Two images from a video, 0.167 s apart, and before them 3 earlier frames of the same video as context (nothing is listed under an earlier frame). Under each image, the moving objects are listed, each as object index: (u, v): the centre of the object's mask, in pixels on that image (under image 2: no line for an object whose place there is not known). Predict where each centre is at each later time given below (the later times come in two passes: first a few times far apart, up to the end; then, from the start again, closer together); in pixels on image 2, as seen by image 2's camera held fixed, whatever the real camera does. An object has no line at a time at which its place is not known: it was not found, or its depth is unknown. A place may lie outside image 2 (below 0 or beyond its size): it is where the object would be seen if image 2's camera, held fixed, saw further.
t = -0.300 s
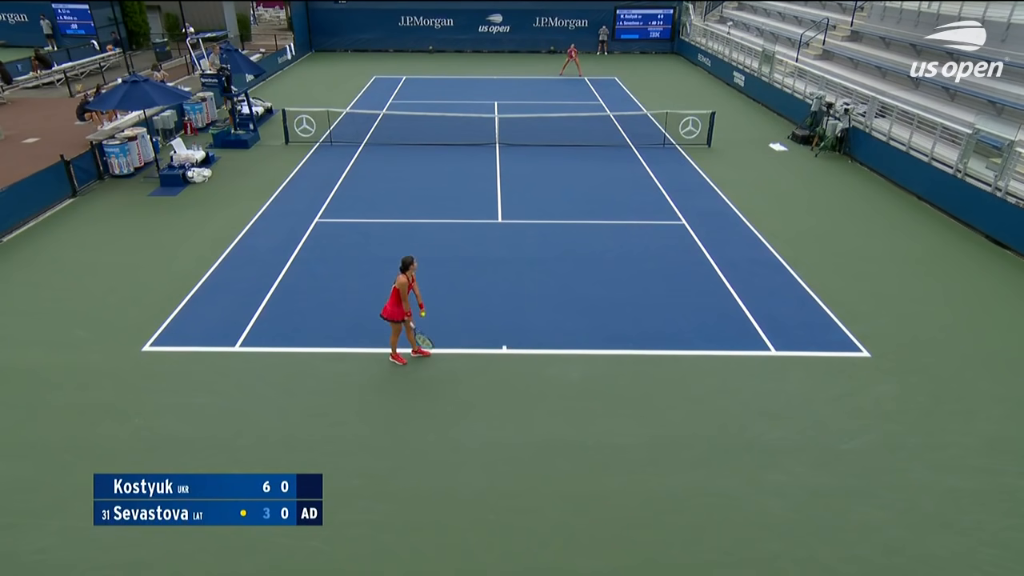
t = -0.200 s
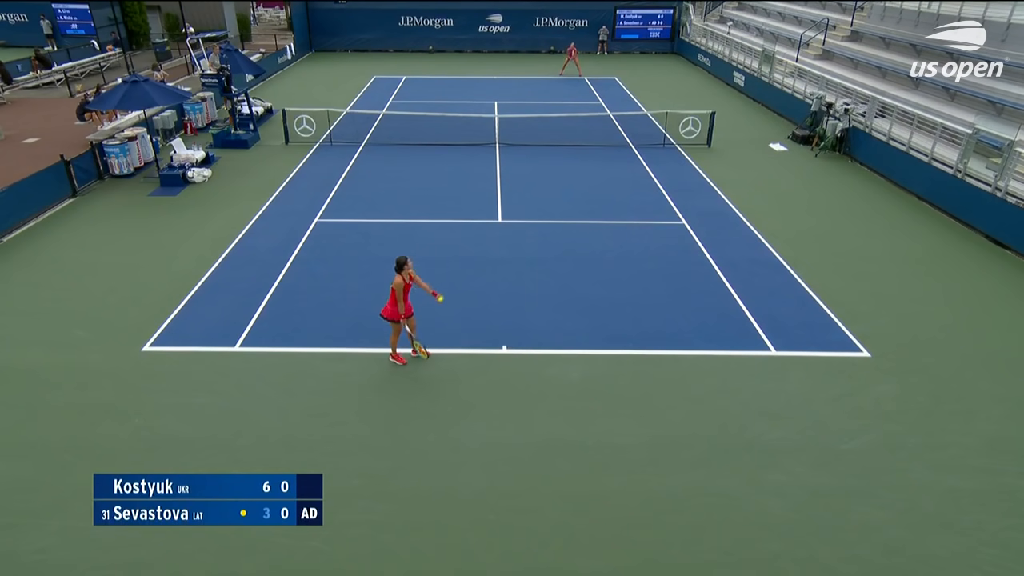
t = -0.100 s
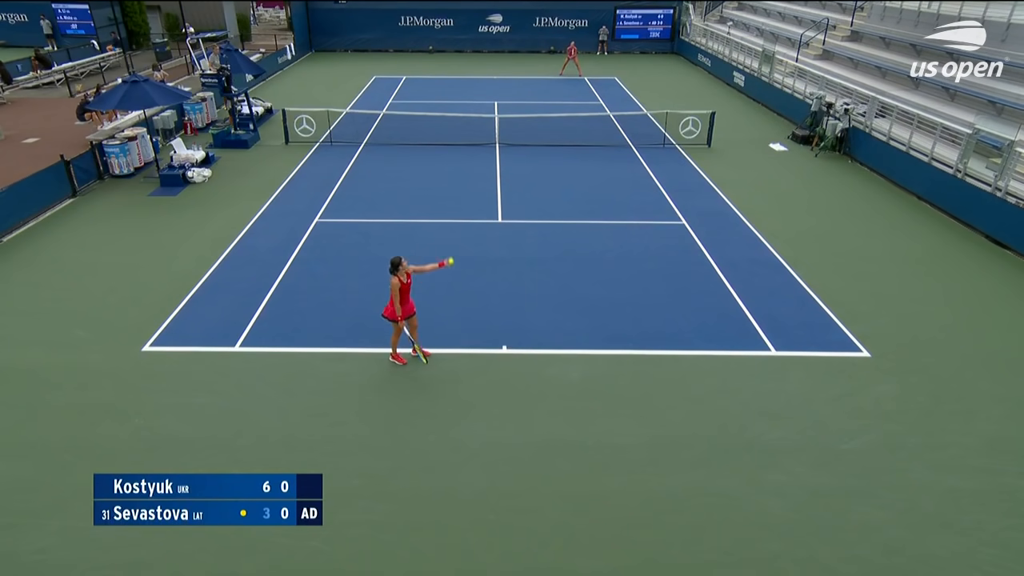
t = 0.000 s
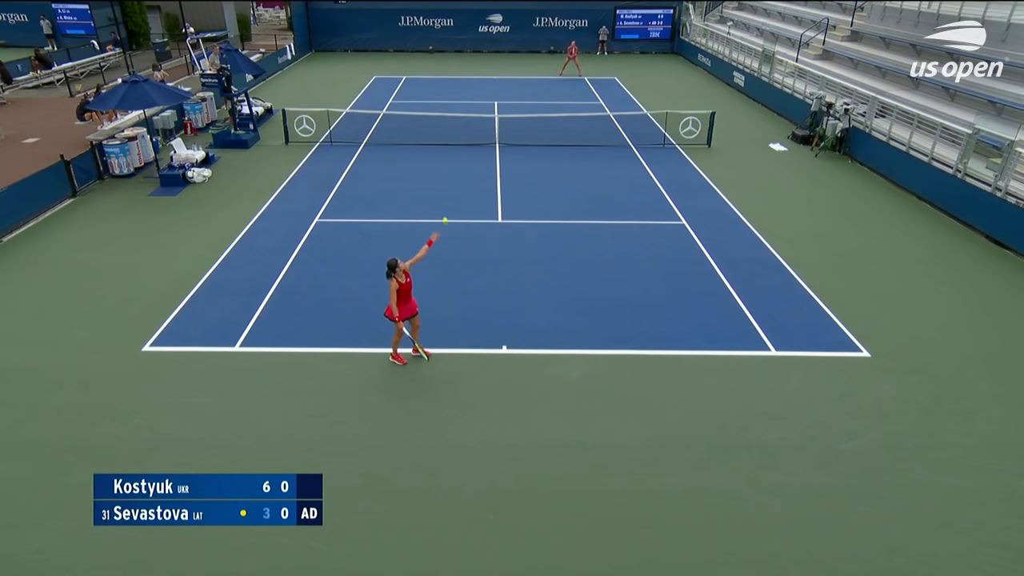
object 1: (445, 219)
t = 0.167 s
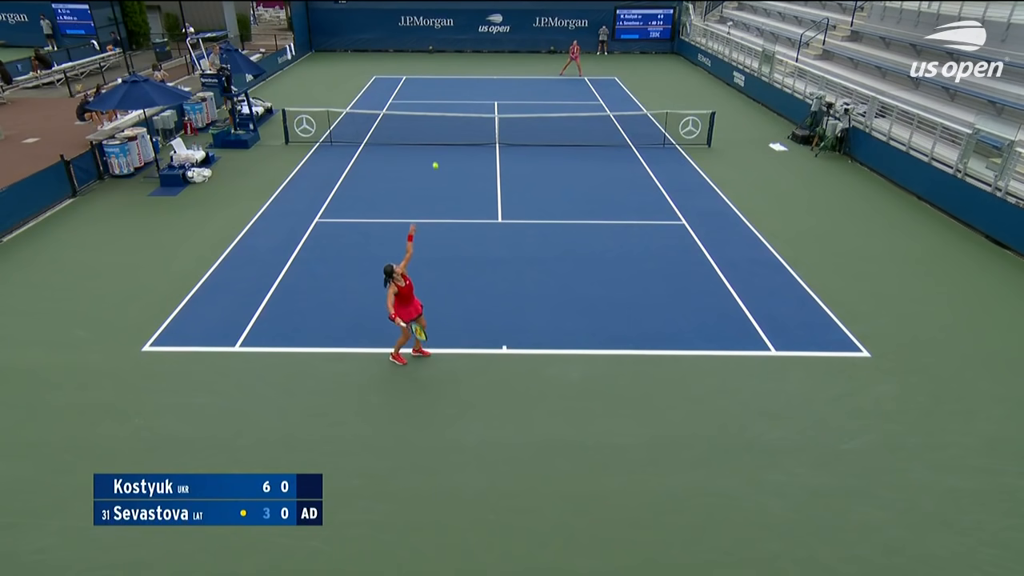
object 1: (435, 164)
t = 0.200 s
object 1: (433, 156)
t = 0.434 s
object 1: (420, 115)
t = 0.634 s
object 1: (410, 112)
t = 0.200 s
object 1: (433, 156)
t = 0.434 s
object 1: (420, 115)
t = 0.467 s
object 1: (419, 112)
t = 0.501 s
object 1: (417, 111)
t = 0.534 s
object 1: (415, 110)
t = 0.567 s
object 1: (413, 110)
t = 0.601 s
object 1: (412, 111)
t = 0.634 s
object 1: (410, 112)
